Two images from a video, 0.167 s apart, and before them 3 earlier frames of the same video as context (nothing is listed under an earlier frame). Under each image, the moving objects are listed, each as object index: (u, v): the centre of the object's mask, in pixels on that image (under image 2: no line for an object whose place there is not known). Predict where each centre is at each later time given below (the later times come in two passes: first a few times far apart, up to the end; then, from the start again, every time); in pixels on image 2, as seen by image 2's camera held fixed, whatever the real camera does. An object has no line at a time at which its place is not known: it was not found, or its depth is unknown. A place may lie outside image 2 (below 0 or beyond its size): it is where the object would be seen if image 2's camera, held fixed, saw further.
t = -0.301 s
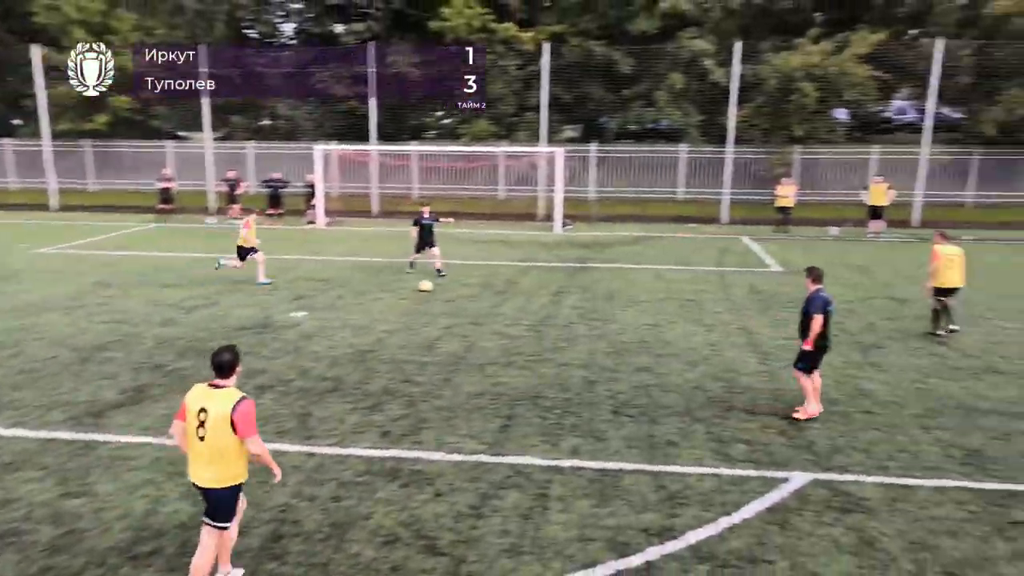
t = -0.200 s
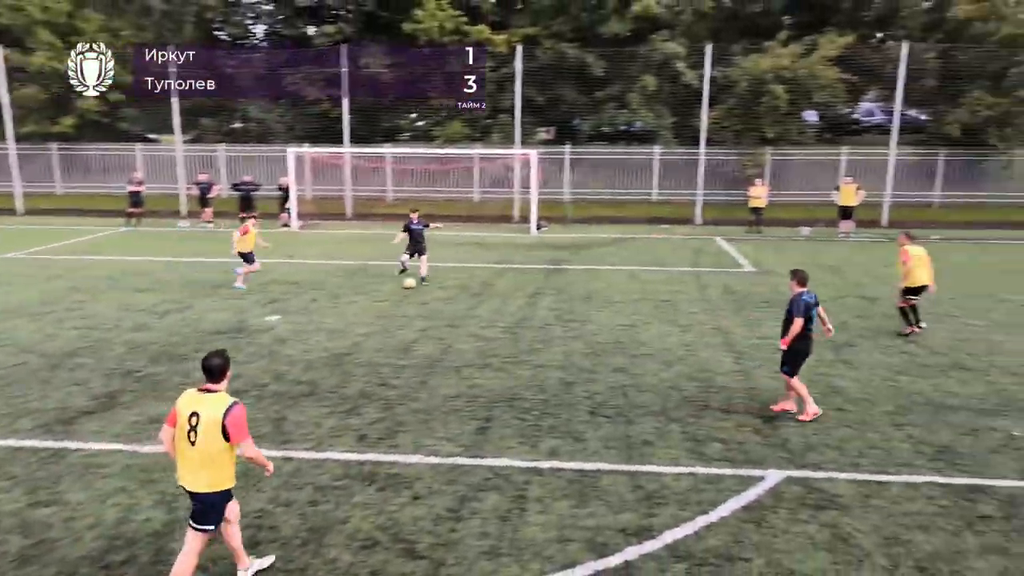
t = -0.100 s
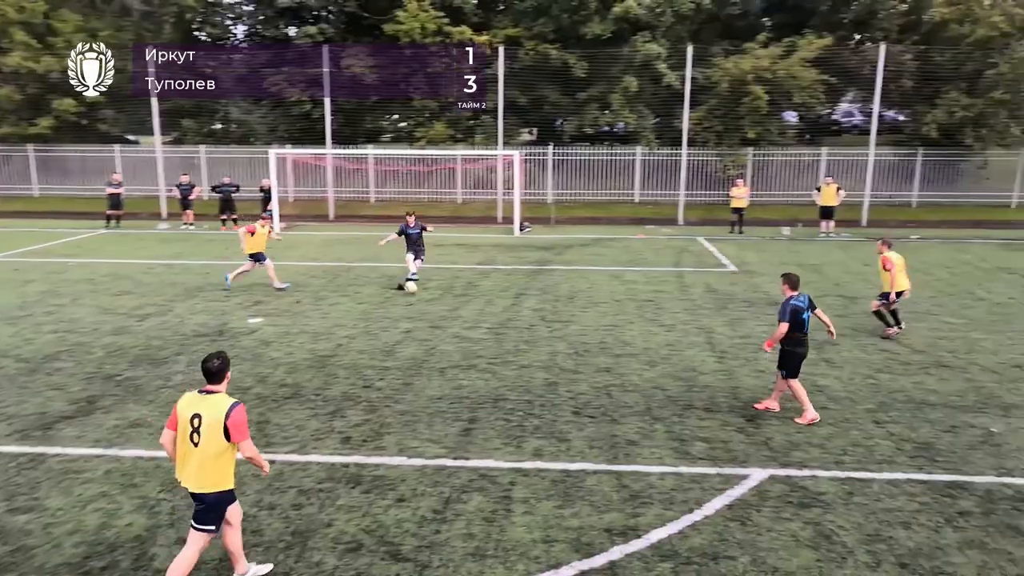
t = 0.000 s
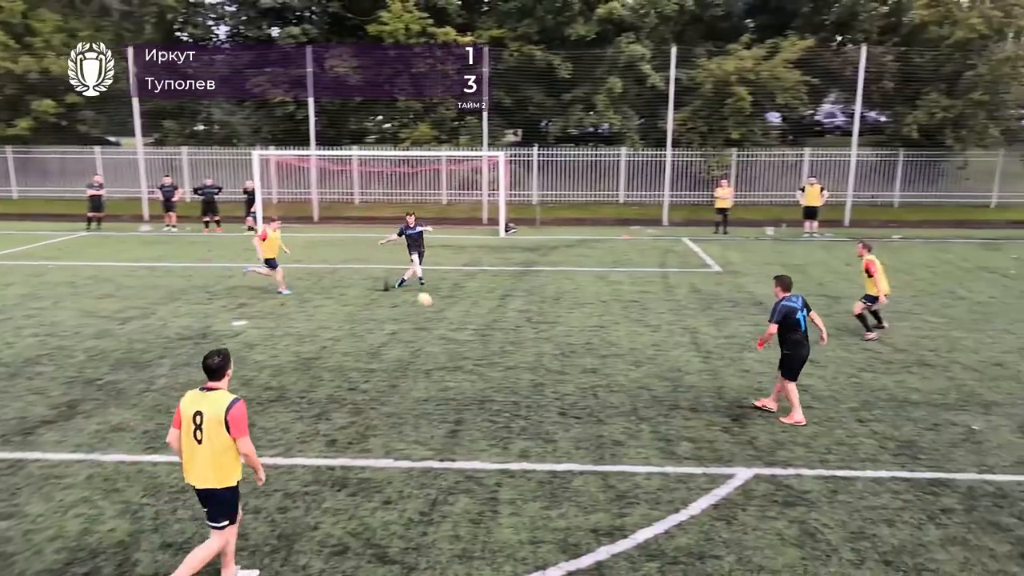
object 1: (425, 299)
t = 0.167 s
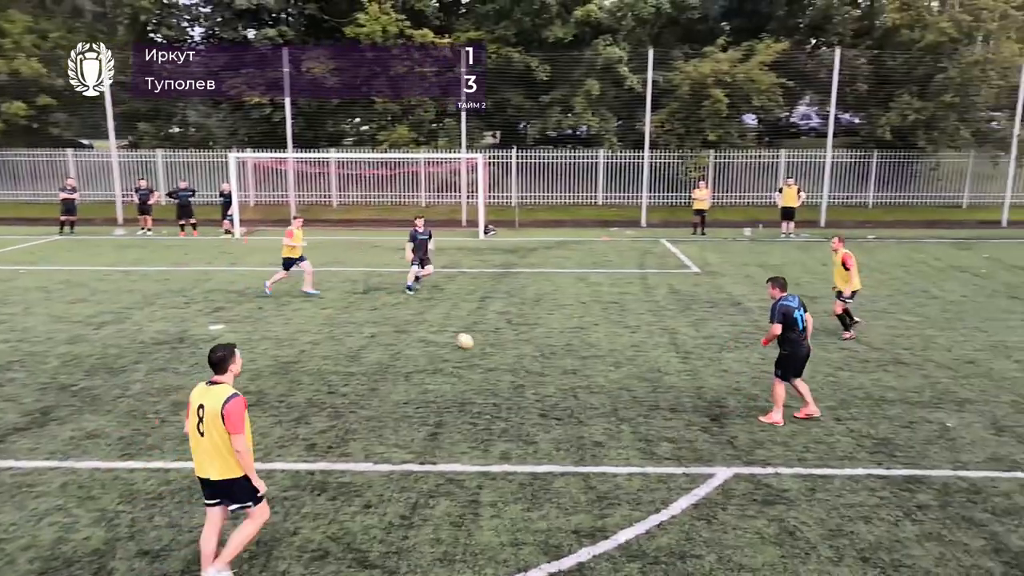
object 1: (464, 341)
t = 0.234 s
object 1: (490, 348)
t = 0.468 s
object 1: (603, 410)
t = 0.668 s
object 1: (730, 472)
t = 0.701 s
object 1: (757, 483)
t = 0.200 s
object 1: (477, 344)
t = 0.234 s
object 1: (490, 348)
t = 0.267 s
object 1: (503, 353)
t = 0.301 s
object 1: (518, 359)
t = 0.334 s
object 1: (533, 367)
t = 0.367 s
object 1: (550, 377)
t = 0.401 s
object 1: (566, 388)
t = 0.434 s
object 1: (585, 400)
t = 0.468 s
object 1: (603, 410)
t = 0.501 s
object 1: (622, 417)
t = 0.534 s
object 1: (641, 425)
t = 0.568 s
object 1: (662, 436)
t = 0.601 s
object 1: (684, 448)
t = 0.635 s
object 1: (707, 462)
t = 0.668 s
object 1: (730, 472)
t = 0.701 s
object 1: (757, 483)
